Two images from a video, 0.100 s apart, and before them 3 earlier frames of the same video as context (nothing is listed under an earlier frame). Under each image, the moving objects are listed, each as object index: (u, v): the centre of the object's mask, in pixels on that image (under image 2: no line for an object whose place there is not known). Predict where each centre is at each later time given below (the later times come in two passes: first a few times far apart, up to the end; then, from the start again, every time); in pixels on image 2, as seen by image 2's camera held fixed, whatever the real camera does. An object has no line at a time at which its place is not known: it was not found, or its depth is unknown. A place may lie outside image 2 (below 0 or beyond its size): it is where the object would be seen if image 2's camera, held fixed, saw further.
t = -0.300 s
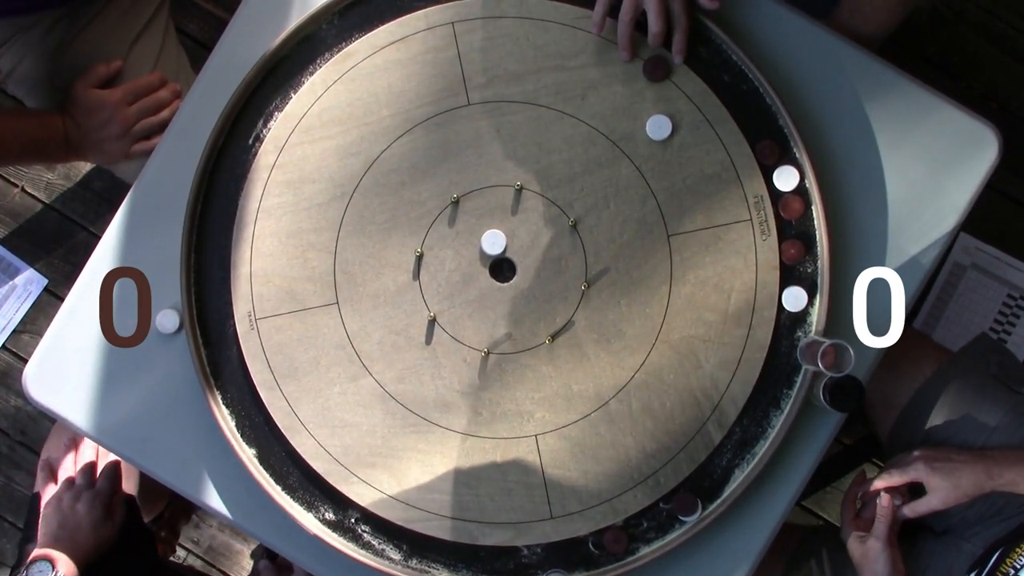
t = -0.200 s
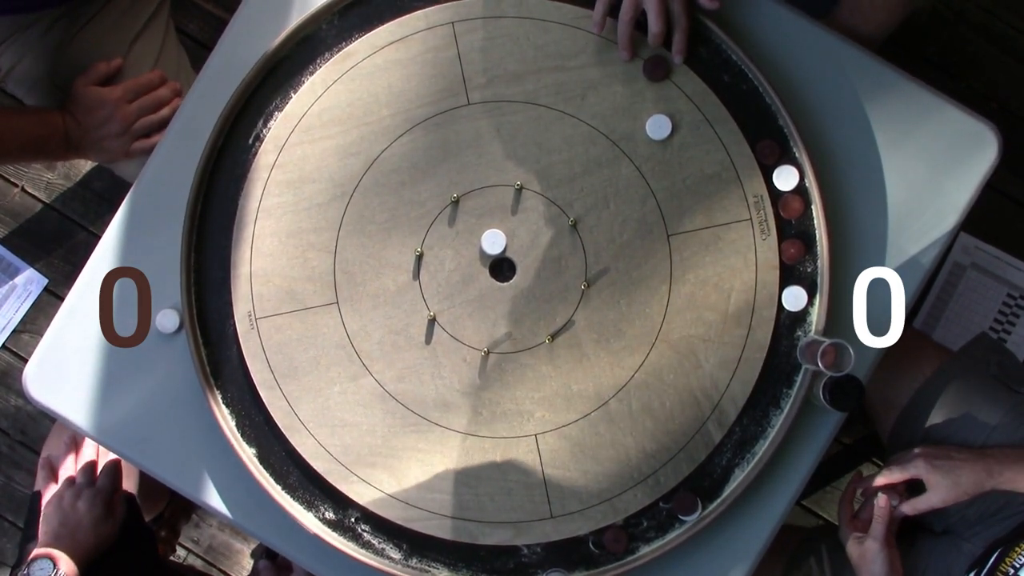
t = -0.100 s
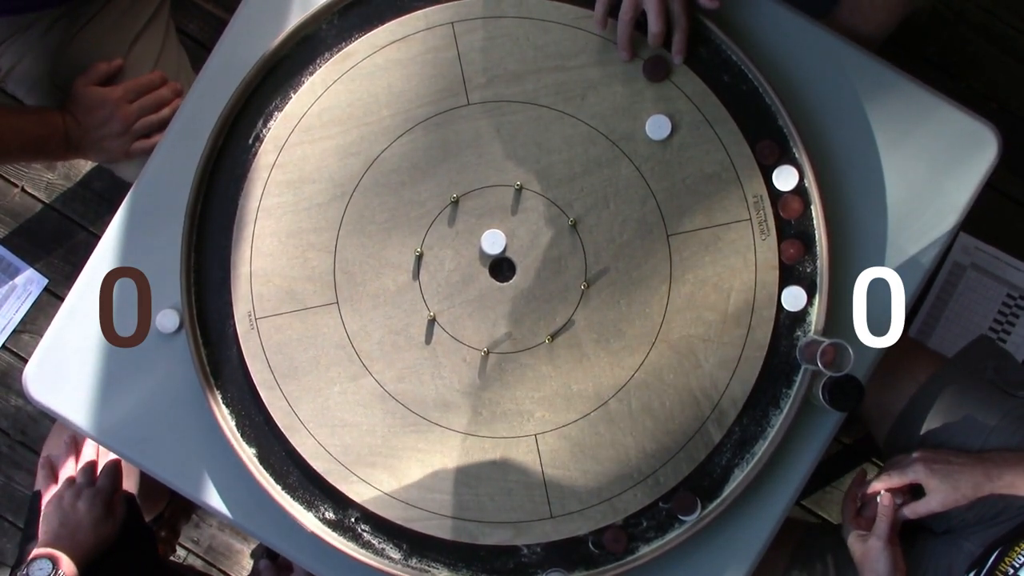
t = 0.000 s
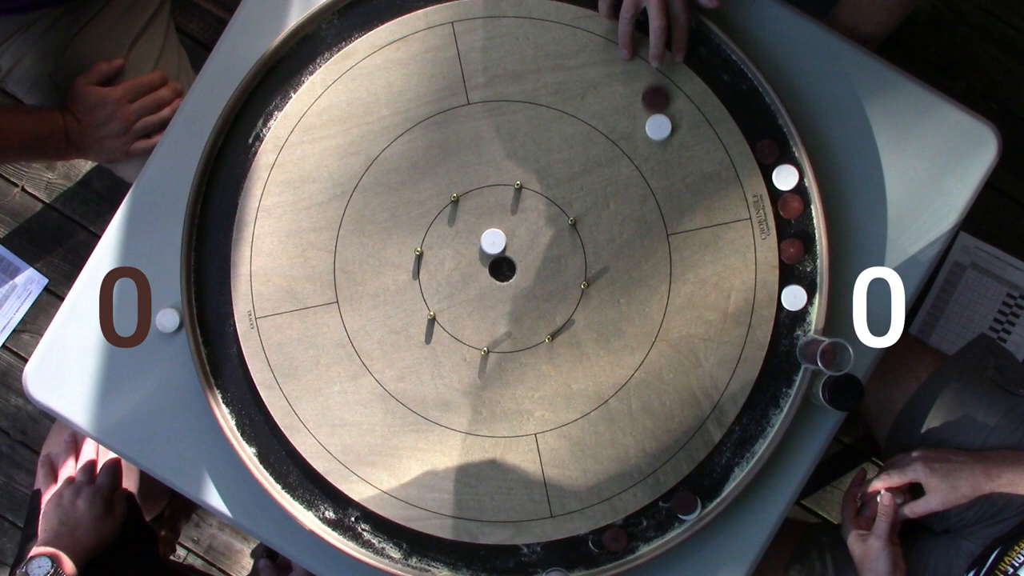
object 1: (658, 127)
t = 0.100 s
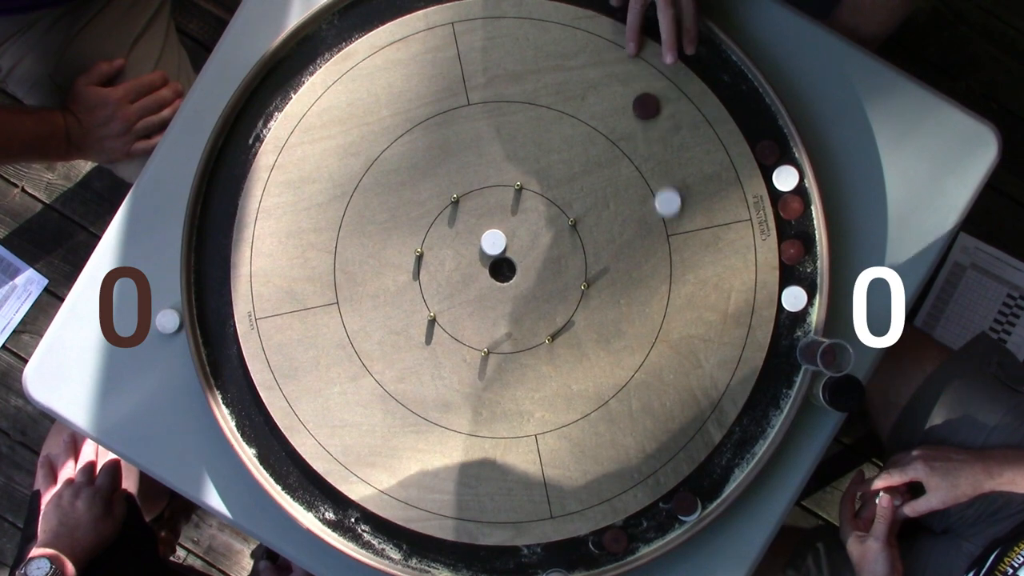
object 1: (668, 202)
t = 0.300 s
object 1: (683, 324)
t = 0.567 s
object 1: (694, 418)
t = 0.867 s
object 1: (696, 432)
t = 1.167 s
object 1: (696, 432)
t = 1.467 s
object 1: (696, 432)
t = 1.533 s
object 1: (696, 432)
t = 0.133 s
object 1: (671, 225)
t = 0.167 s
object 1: (673, 247)
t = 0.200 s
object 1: (676, 268)
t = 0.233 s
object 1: (678, 288)
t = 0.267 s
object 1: (681, 306)
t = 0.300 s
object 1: (683, 324)
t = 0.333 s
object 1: (685, 340)
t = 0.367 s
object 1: (687, 356)
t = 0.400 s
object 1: (689, 370)
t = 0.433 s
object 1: (690, 382)
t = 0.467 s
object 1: (692, 393)
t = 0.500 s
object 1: (693, 403)
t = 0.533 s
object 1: (694, 411)
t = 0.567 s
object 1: (694, 418)
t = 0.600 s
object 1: (695, 423)
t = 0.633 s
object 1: (696, 427)
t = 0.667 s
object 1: (696, 430)
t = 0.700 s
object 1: (696, 431)
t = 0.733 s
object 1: (696, 432)
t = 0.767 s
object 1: (696, 432)
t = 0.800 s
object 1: (696, 432)
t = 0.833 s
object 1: (696, 432)
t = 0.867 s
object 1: (696, 432)
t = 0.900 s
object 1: (696, 432)
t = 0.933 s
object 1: (696, 432)
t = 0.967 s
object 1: (696, 432)
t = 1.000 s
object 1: (696, 432)
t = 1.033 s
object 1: (696, 432)
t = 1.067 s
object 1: (696, 432)
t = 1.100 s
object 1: (696, 432)
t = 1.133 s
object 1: (696, 432)
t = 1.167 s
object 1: (696, 432)
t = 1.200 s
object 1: (696, 432)
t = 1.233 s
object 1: (696, 432)
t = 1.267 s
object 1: (696, 432)
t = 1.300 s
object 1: (696, 432)
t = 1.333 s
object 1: (696, 432)
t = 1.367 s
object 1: (696, 432)
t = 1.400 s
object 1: (696, 432)
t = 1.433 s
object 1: (696, 432)
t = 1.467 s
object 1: (696, 432)
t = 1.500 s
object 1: (696, 432)
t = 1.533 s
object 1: (696, 432)
